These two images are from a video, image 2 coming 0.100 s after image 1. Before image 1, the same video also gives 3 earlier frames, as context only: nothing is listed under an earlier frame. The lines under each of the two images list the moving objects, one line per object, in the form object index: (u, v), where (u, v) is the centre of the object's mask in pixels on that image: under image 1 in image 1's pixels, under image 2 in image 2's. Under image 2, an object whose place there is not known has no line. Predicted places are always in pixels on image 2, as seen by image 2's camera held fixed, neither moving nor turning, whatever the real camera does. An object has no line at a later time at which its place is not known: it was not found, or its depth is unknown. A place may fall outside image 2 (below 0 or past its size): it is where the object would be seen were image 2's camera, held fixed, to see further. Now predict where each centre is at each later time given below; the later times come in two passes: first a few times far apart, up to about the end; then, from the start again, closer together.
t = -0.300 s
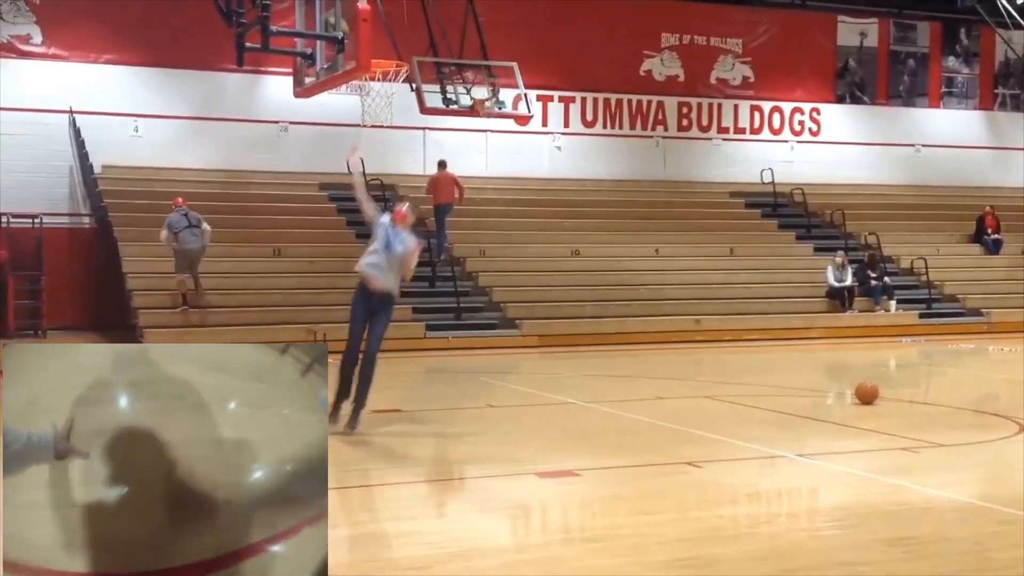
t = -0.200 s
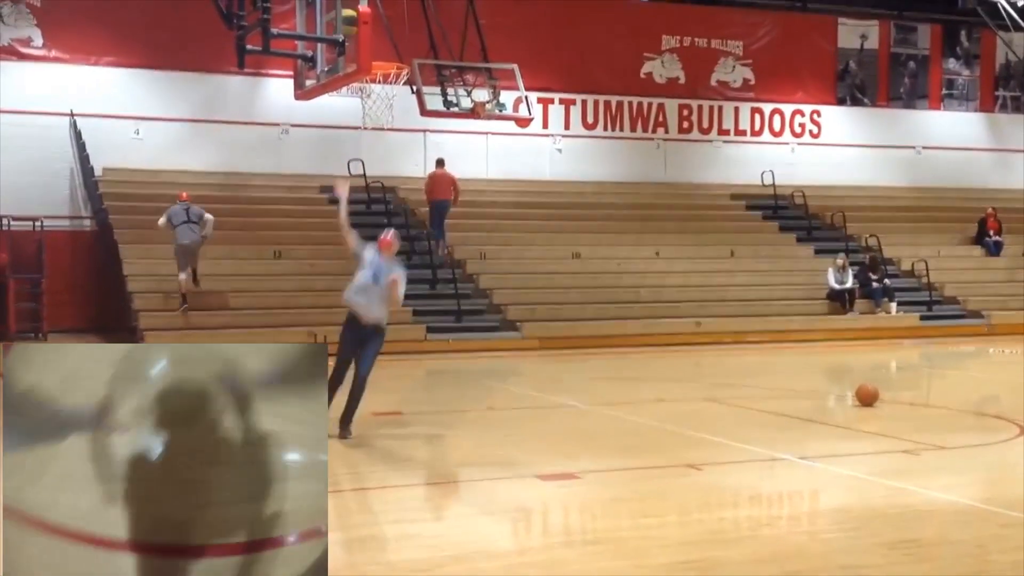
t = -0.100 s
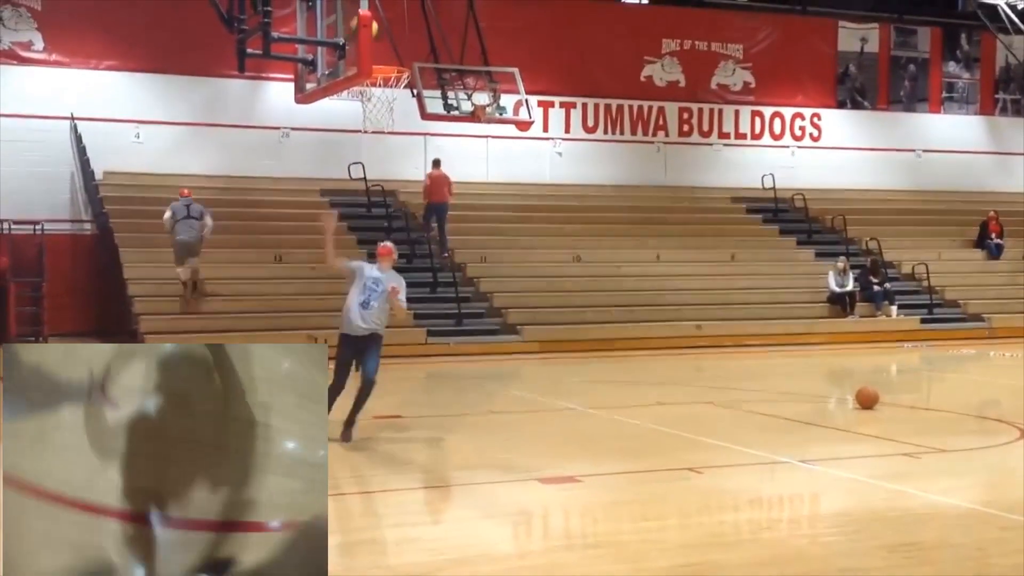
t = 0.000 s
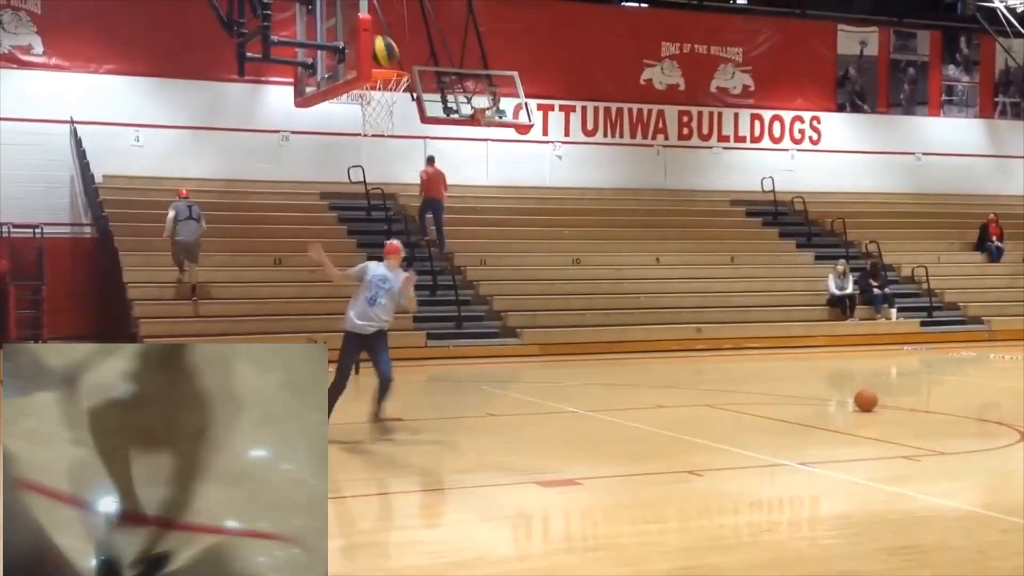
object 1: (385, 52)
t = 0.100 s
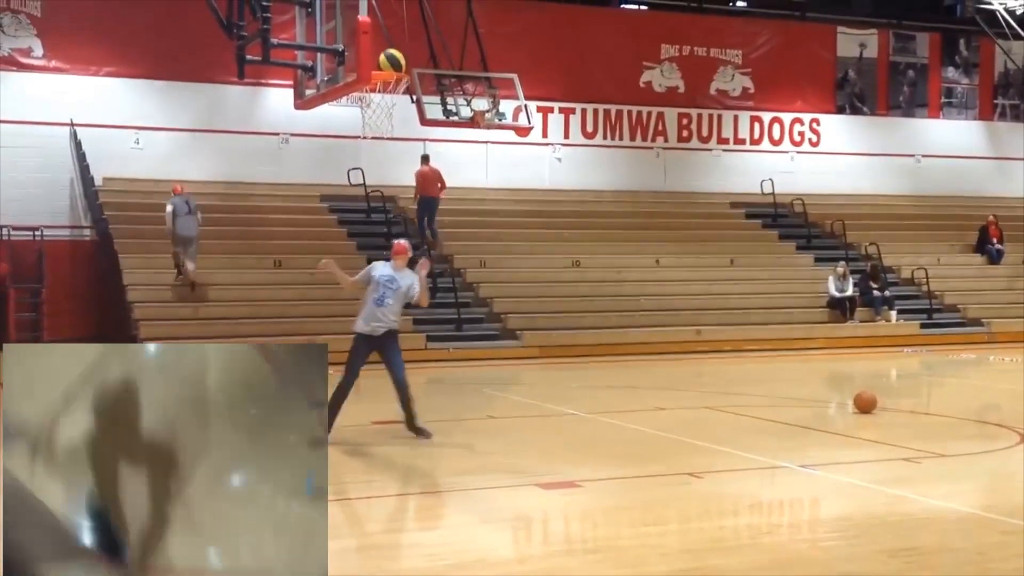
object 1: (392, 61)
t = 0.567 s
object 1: (364, 122)
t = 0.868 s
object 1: (361, 225)
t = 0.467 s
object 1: (371, 101)
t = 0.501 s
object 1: (368, 111)
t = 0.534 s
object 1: (365, 118)
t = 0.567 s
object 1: (364, 122)
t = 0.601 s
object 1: (364, 131)
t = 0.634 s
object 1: (363, 137)
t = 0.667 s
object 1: (363, 145)
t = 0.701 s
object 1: (363, 154)
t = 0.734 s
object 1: (363, 165)
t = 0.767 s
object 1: (363, 178)
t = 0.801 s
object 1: (362, 194)
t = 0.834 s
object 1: (362, 207)
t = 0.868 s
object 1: (361, 225)
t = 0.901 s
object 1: (361, 239)
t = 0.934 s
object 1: (362, 259)
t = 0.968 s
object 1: (360, 282)
